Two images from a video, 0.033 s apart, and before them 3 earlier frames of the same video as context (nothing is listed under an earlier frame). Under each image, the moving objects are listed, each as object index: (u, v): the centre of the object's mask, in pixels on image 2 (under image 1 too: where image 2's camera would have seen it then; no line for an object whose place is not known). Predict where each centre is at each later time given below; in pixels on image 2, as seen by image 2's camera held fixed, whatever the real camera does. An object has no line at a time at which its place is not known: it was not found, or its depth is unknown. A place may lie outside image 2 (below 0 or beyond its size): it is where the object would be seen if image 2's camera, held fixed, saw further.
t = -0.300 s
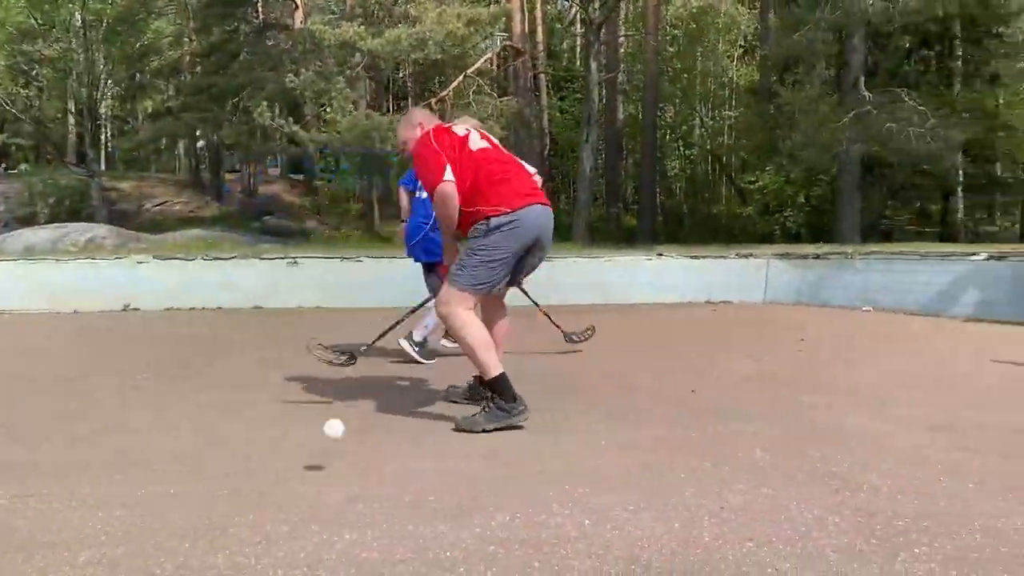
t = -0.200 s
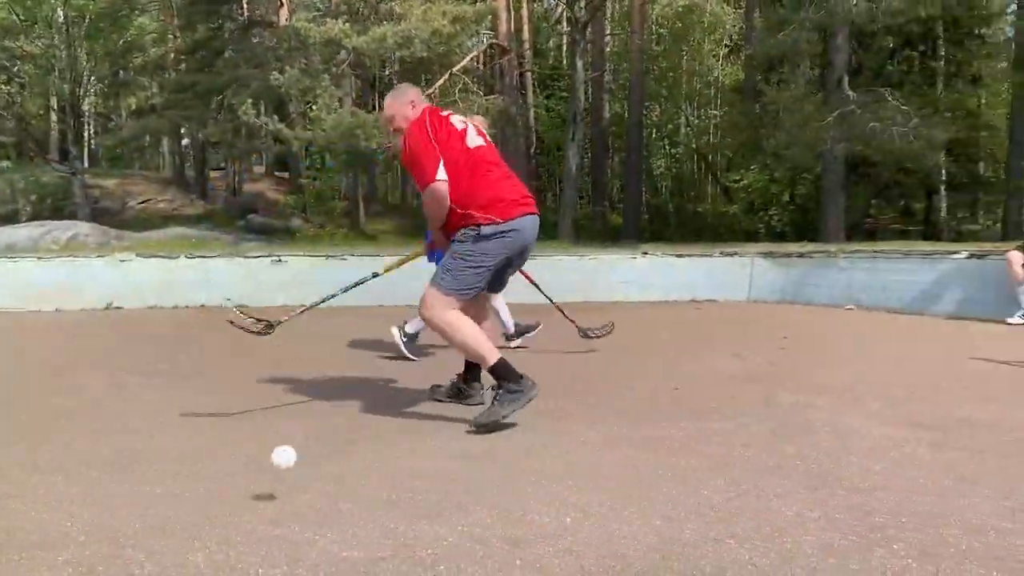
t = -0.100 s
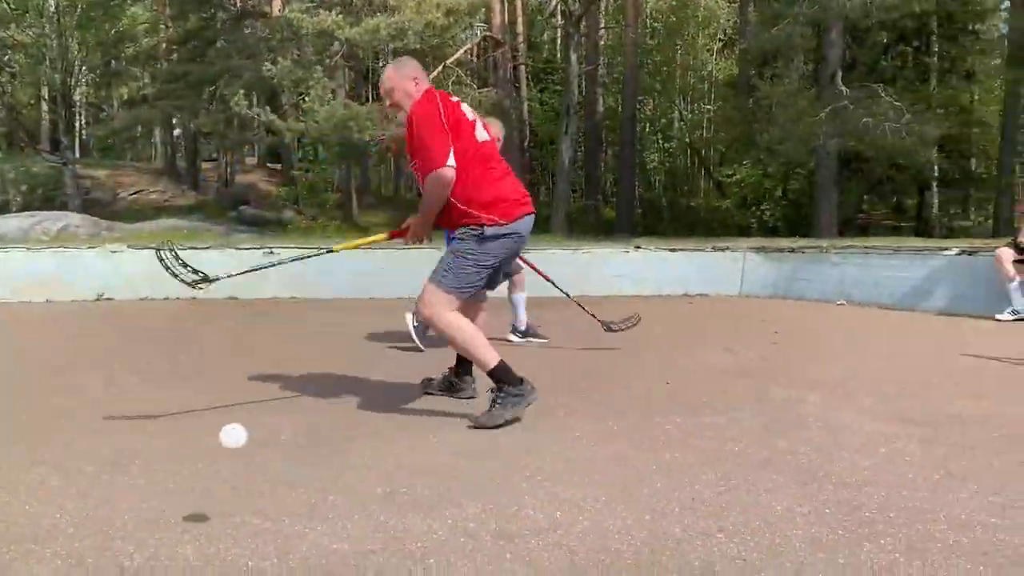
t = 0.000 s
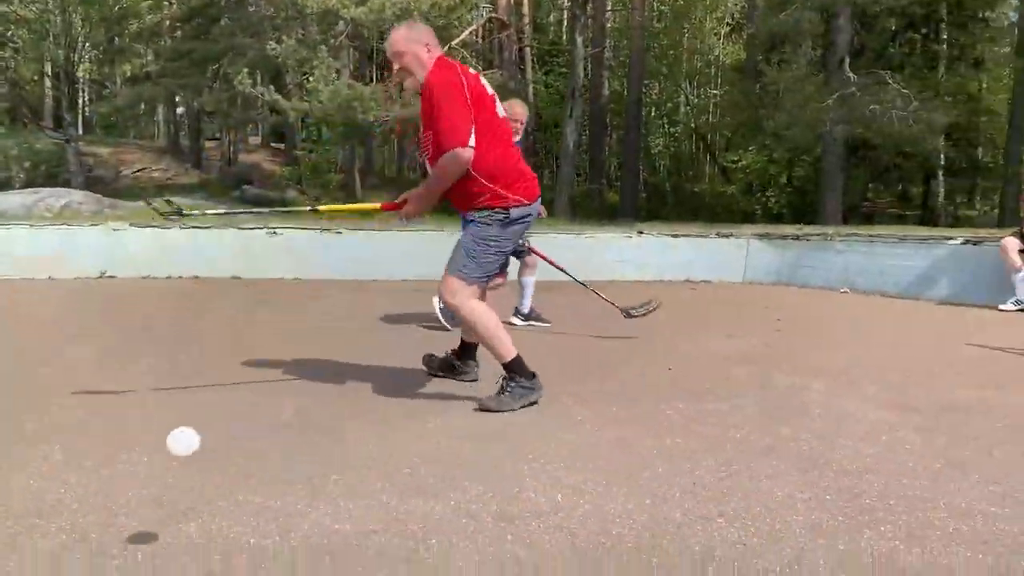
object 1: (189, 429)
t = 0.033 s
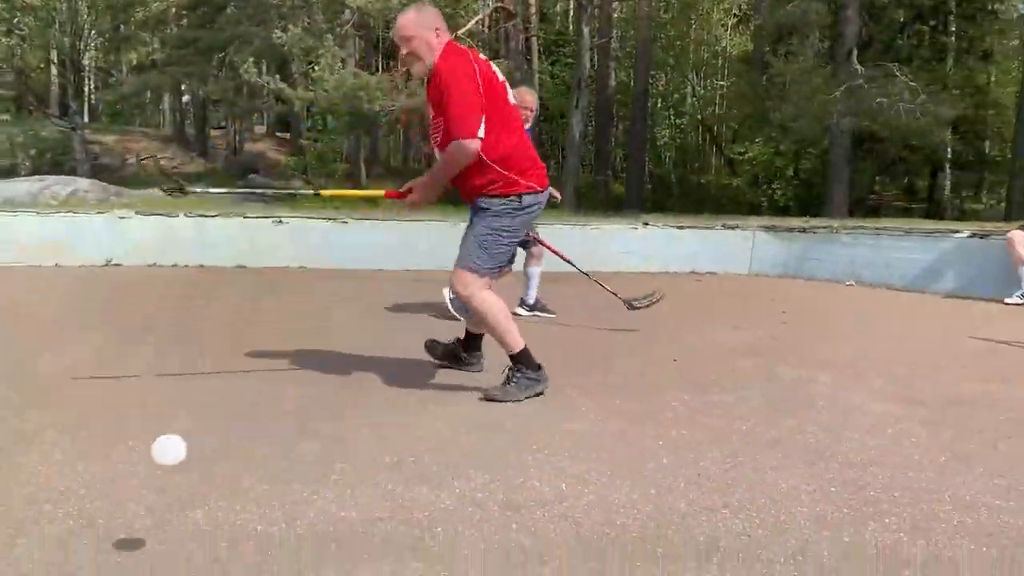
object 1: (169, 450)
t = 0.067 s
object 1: (145, 478)
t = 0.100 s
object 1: (119, 514)
